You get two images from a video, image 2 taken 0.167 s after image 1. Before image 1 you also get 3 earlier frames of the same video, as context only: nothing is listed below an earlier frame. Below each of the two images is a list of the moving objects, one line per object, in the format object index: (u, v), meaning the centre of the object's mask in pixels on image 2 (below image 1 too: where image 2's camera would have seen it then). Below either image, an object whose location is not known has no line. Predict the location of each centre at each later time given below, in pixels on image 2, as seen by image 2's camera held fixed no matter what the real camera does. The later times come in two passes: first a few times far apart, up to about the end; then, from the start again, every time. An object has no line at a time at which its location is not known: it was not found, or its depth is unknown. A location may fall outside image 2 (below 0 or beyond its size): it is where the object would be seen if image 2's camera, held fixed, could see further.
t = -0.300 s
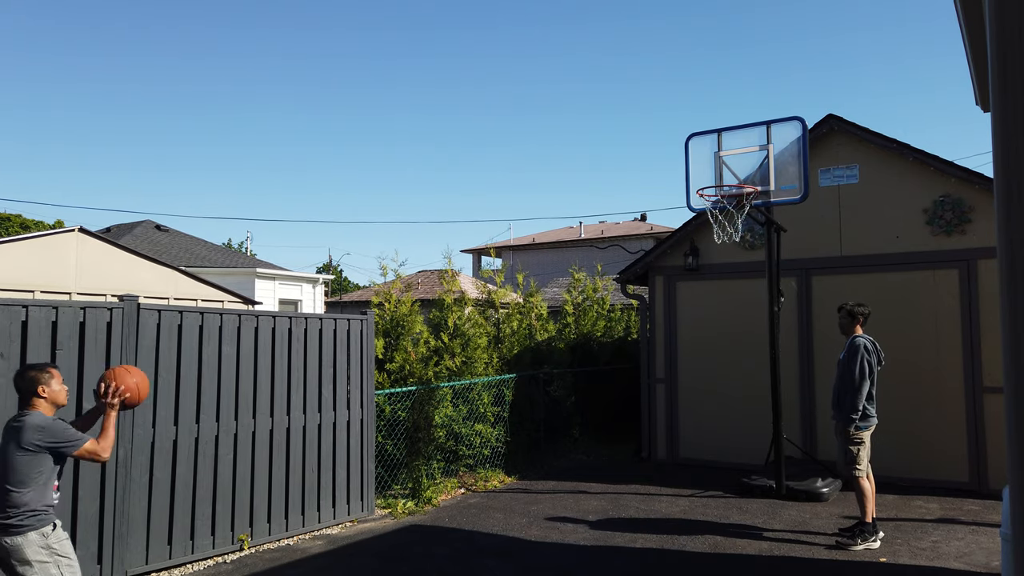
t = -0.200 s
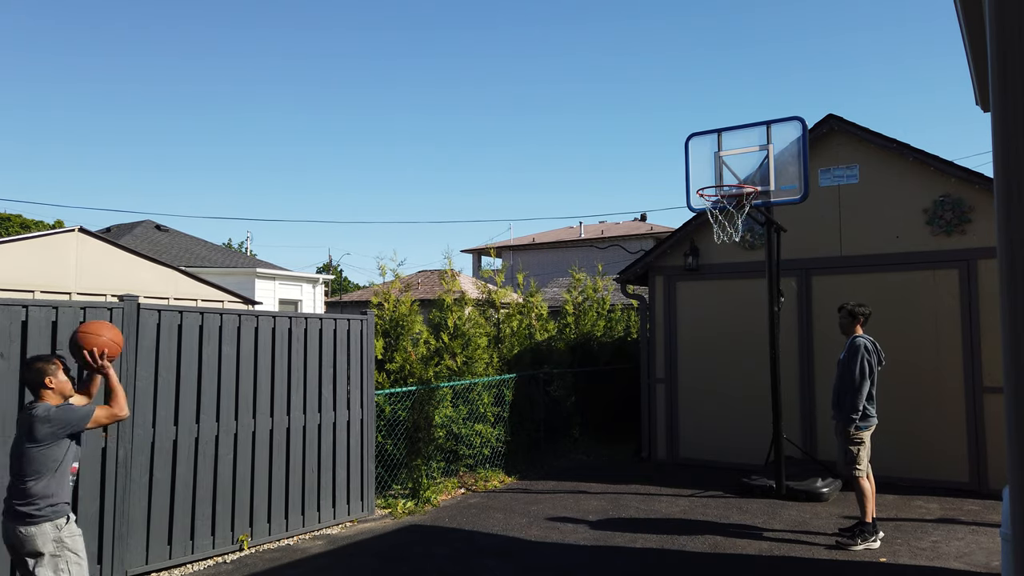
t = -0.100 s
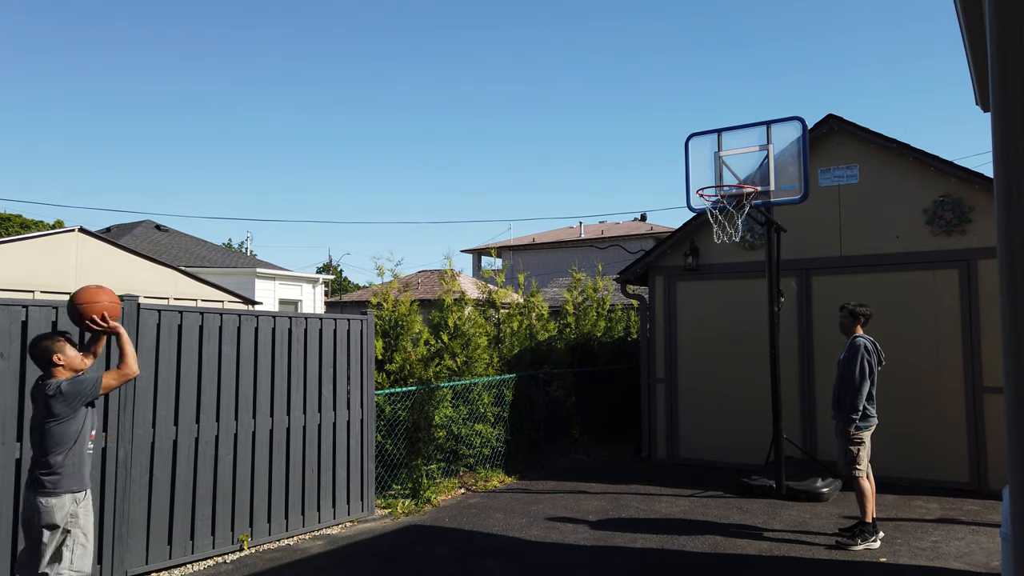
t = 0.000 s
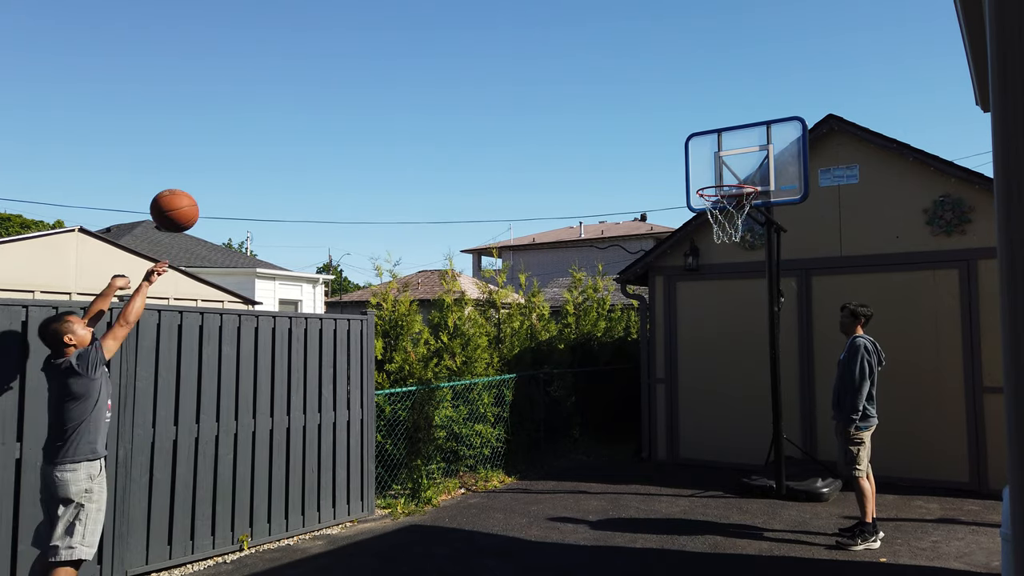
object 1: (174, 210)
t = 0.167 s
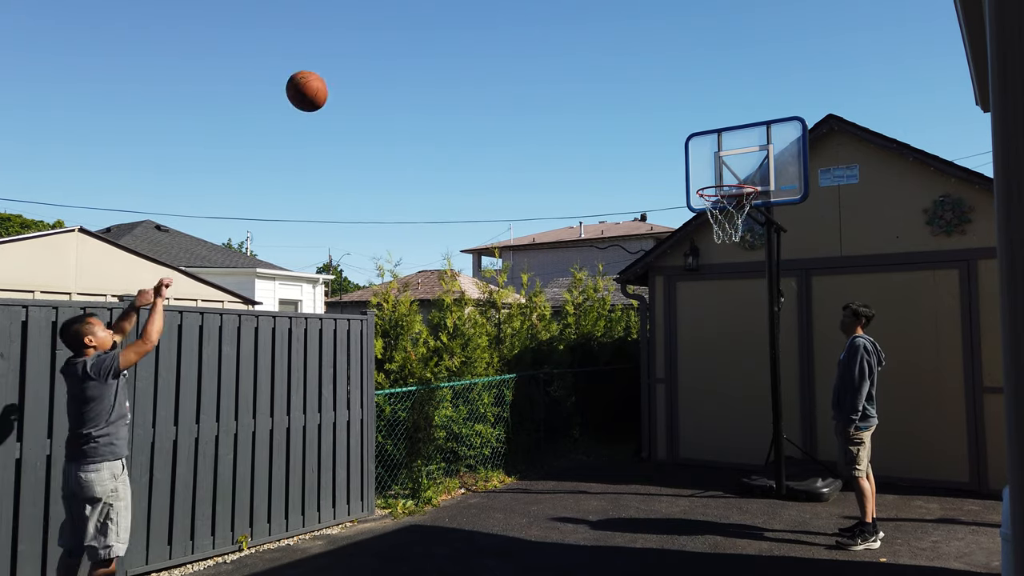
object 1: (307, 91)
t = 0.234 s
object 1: (352, 61)
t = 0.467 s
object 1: (489, 18)
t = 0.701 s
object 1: (599, 52)
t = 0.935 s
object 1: (690, 143)
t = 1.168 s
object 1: (740, 202)
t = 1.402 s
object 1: (725, 232)
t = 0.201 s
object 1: (330, 75)
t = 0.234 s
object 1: (352, 61)
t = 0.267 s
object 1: (374, 49)
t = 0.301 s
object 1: (395, 39)
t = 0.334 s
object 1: (415, 31)
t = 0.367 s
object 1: (434, 26)
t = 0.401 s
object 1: (453, 22)
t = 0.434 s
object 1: (471, 19)
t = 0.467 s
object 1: (489, 18)
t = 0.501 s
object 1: (506, 19)
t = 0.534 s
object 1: (523, 21)
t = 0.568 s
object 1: (539, 25)
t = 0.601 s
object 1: (555, 30)
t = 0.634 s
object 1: (570, 36)
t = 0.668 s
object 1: (585, 43)
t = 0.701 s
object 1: (599, 52)
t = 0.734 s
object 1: (613, 62)
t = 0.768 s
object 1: (627, 73)
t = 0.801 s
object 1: (640, 85)
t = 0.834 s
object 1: (653, 98)
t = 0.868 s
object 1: (666, 112)
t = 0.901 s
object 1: (678, 127)
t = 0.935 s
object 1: (690, 143)
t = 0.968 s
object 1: (702, 160)
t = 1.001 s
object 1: (713, 177)
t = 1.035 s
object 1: (725, 192)
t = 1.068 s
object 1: (735, 197)
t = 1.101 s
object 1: (742, 202)
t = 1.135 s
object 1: (742, 202)
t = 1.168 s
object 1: (740, 202)
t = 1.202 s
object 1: (738, 203)
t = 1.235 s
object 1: (736, 204)
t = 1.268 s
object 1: (734, 208)
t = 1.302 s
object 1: (732, 212)
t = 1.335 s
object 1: (730, 217)
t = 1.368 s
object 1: (728, 225)
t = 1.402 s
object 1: (725, 232)
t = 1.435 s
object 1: (722, 241)
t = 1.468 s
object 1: (720, 251)
